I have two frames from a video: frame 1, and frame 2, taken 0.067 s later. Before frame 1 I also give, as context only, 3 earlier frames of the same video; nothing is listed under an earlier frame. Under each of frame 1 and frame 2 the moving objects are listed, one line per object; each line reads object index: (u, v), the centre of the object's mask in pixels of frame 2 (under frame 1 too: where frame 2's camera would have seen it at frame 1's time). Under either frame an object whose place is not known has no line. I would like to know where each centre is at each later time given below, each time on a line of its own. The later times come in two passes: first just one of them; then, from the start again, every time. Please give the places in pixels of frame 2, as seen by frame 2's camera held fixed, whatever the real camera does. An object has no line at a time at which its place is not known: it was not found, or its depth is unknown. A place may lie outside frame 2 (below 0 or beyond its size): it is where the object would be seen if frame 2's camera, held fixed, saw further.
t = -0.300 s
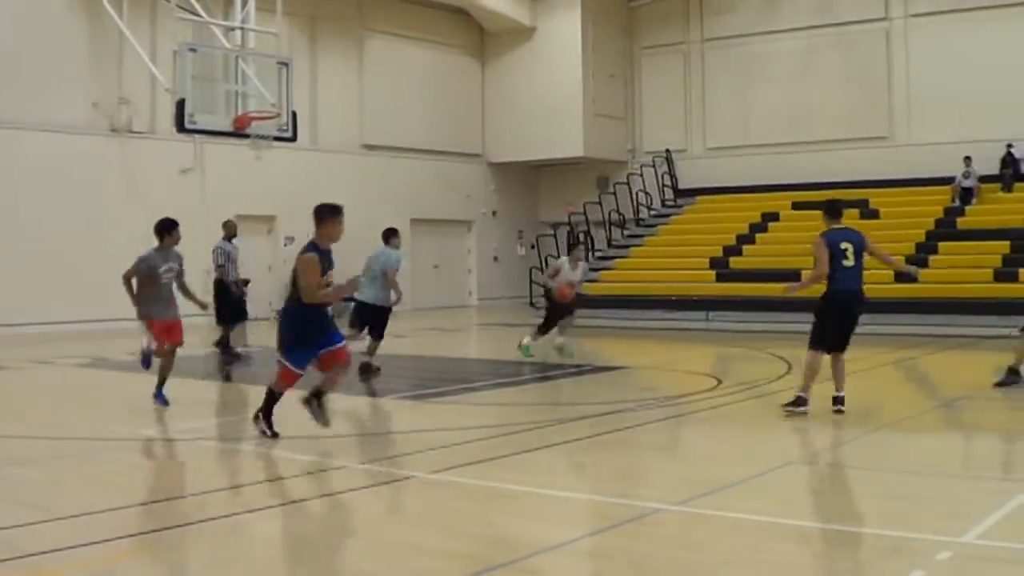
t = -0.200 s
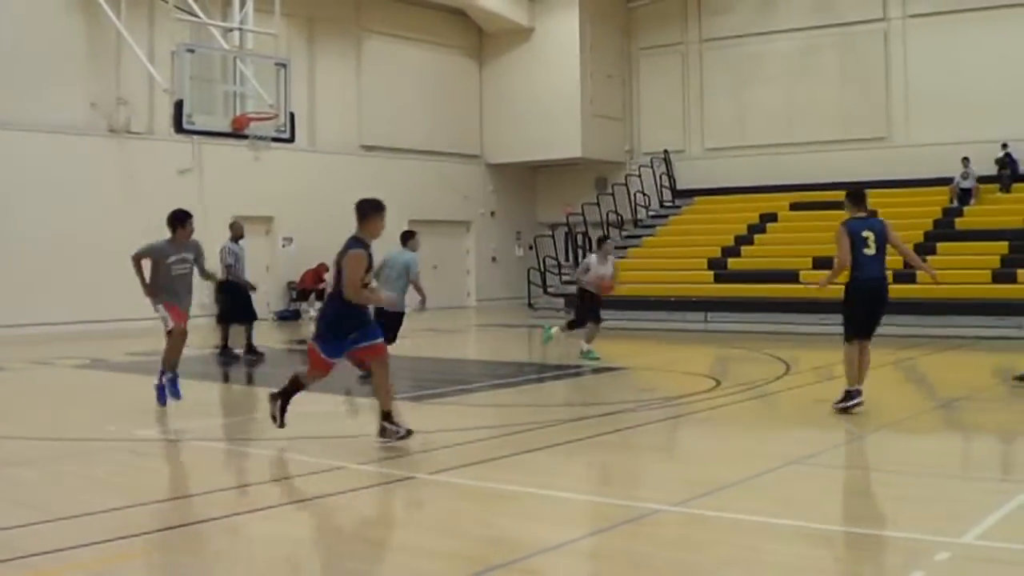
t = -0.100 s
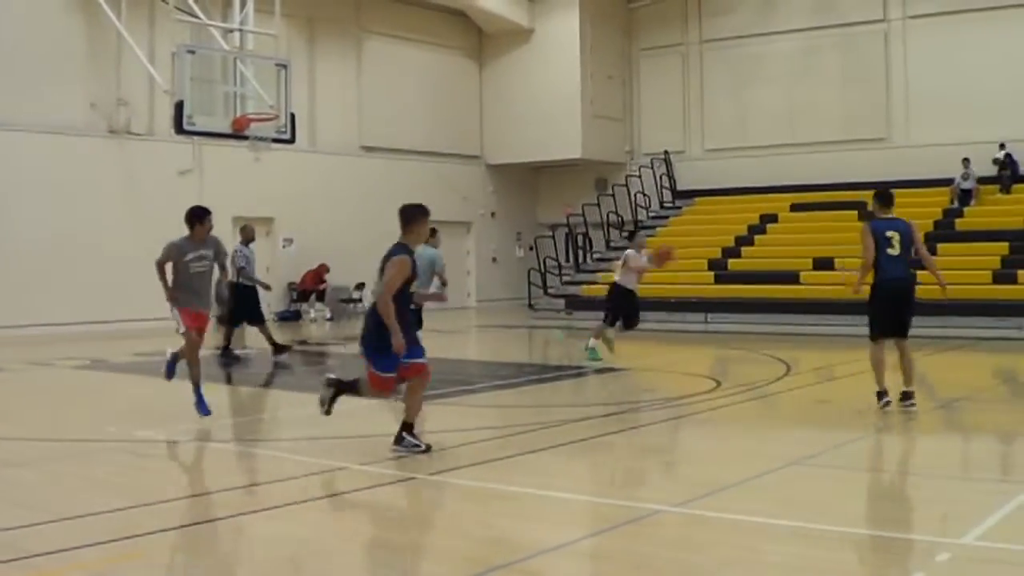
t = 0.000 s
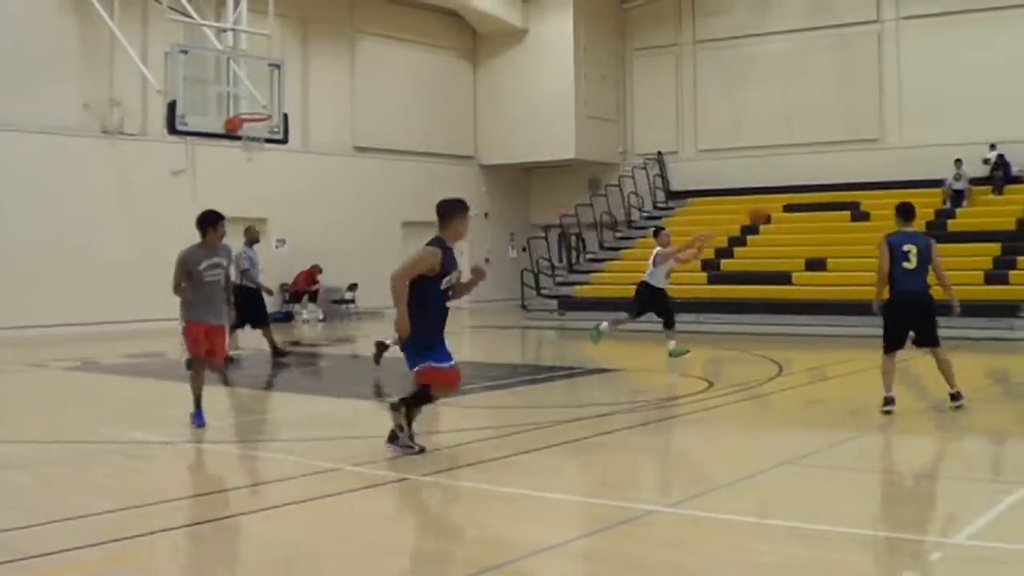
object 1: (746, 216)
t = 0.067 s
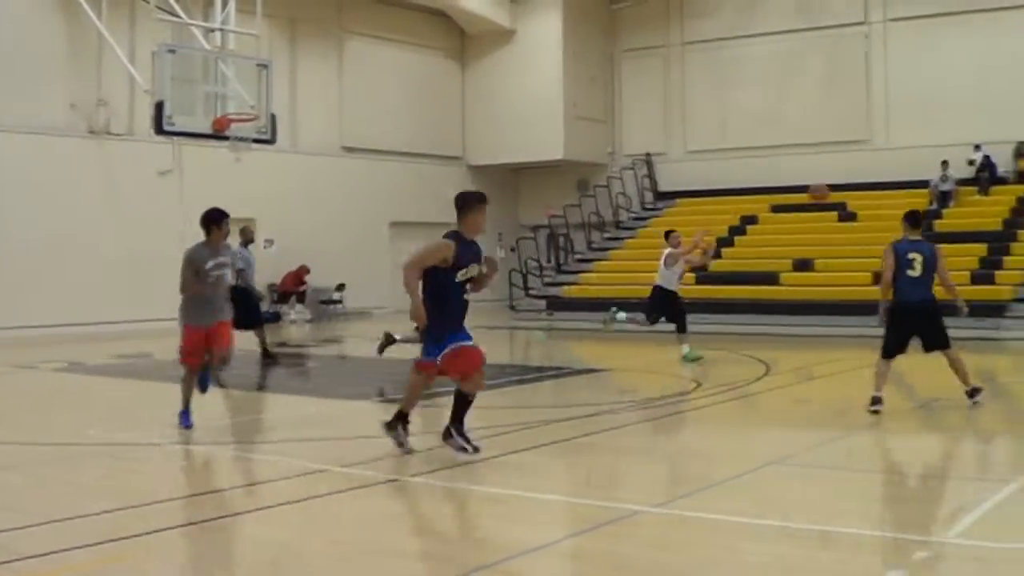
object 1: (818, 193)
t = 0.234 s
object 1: (1018, 145)
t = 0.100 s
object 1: (856, 182)
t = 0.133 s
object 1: (894, 172)
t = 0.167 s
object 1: (935, 162)
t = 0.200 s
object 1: (976, 154)
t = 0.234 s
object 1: (1018, 145)
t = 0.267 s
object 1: (1060, 137)
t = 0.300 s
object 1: (1096, 129)
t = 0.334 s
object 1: (1130, 121)
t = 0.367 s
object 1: (1175, 113)
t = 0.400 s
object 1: (1223, 107)
